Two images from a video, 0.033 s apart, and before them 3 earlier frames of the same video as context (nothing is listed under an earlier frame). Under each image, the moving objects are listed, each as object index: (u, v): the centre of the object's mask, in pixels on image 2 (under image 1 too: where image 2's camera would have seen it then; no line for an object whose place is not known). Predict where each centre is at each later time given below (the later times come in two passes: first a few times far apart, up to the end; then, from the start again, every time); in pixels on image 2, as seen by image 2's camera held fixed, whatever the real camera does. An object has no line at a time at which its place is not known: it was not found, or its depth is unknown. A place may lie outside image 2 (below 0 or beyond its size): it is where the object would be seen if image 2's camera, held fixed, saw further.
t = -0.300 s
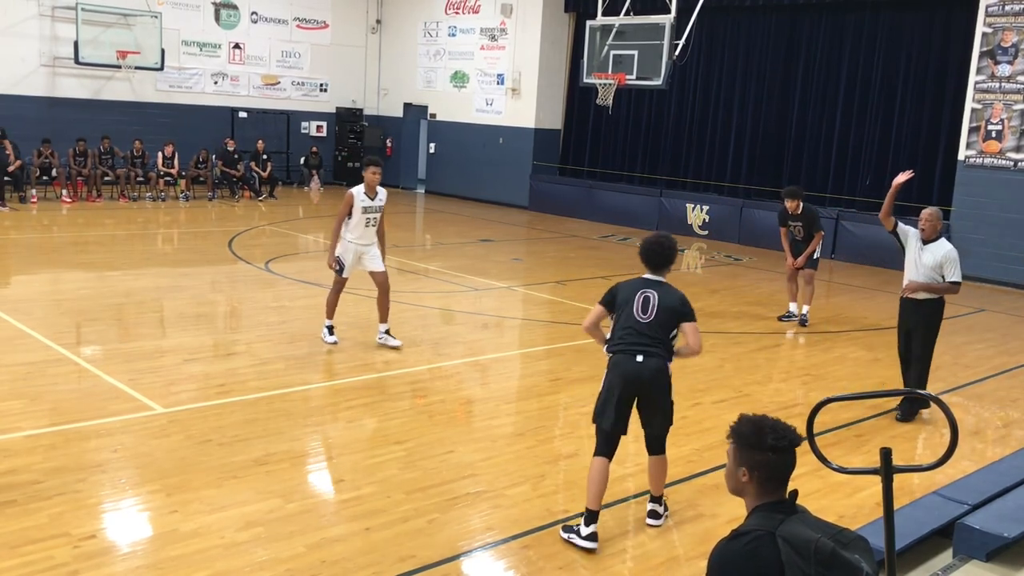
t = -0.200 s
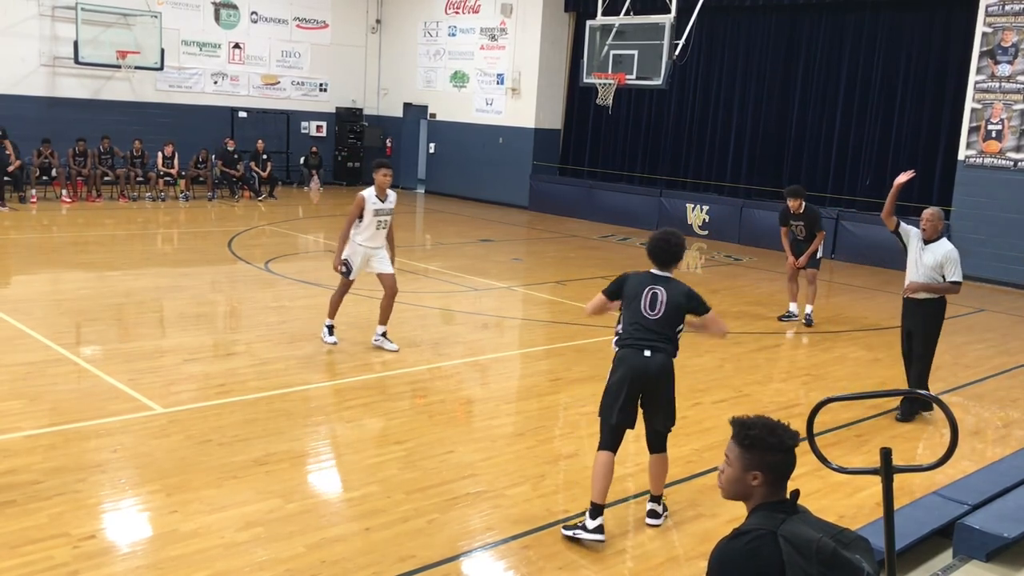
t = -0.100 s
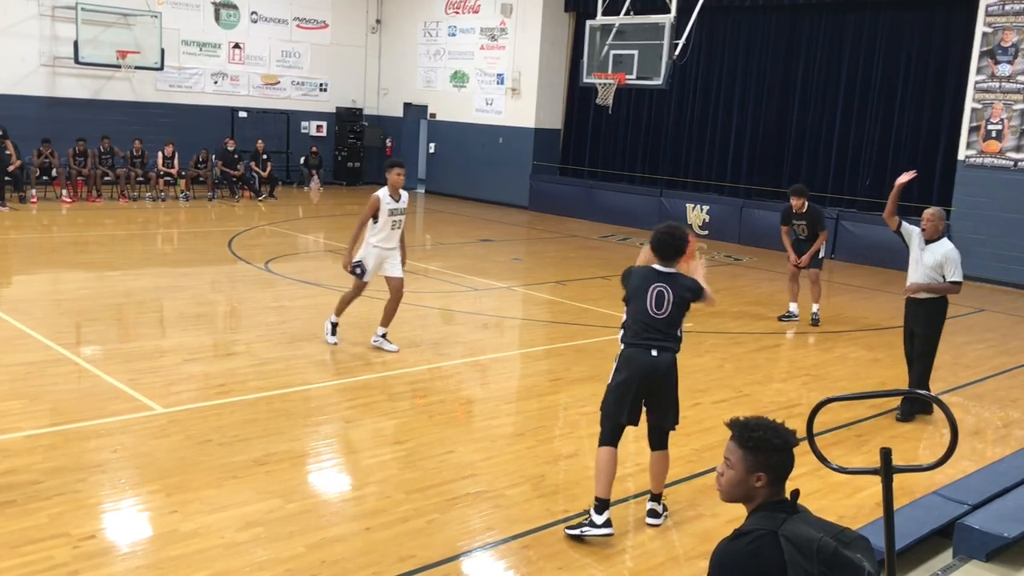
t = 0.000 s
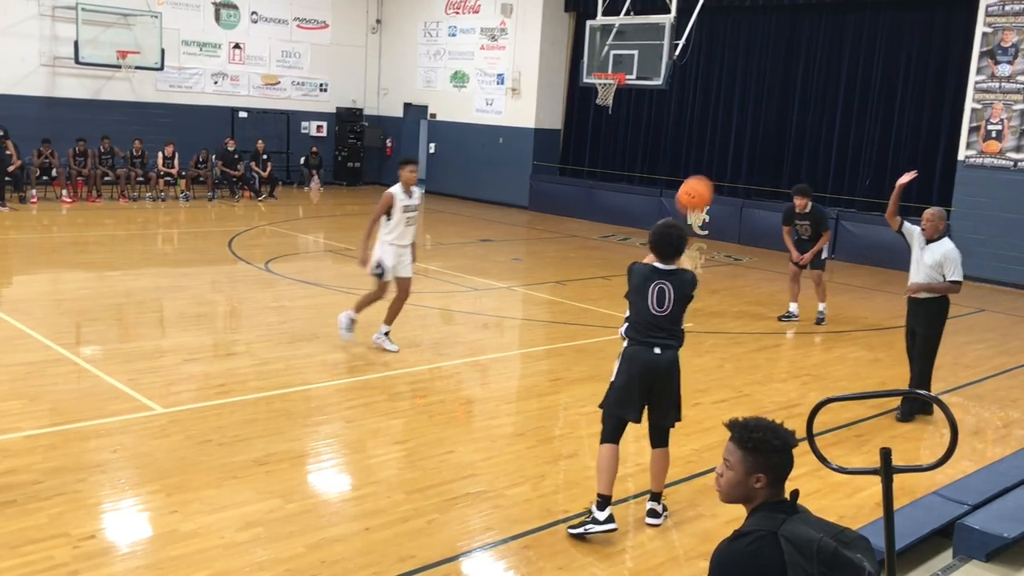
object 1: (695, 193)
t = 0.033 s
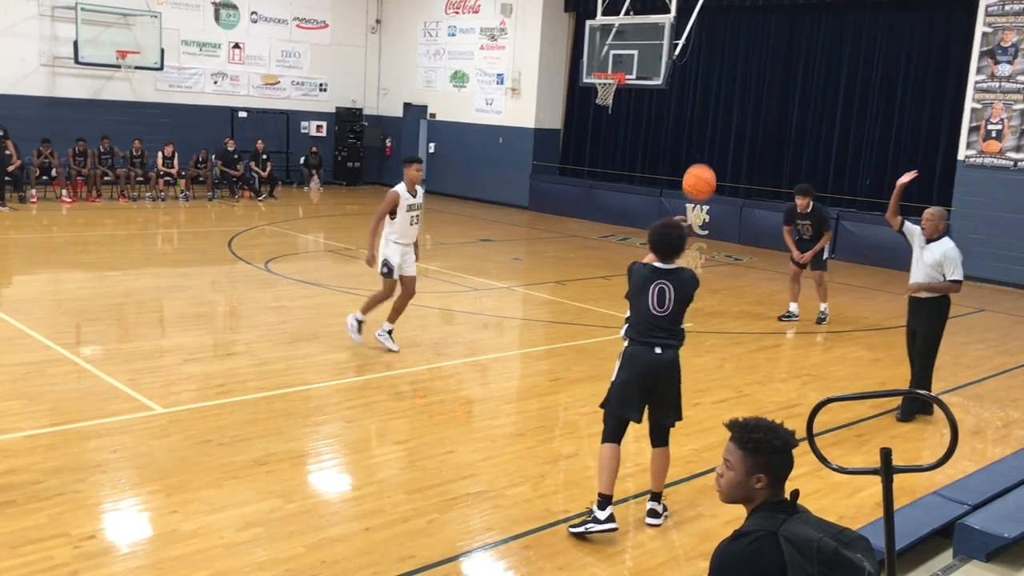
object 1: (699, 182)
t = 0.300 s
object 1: (724, 140)
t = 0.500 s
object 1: (733, 157)
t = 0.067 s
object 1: (703, 172)
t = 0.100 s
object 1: (707, 162)
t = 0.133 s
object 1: (711, 155)
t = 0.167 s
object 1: (714, 149)
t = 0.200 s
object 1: (717, 145)
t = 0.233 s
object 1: (720, 142)
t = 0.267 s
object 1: (722, 141)
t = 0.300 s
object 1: (724, 140)
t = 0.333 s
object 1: (726, 141)
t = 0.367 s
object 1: (728, 142)
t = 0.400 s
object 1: (729, 145)
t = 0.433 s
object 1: (730, 148)
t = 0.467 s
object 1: (731, 153)
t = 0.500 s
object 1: (733, 157)
